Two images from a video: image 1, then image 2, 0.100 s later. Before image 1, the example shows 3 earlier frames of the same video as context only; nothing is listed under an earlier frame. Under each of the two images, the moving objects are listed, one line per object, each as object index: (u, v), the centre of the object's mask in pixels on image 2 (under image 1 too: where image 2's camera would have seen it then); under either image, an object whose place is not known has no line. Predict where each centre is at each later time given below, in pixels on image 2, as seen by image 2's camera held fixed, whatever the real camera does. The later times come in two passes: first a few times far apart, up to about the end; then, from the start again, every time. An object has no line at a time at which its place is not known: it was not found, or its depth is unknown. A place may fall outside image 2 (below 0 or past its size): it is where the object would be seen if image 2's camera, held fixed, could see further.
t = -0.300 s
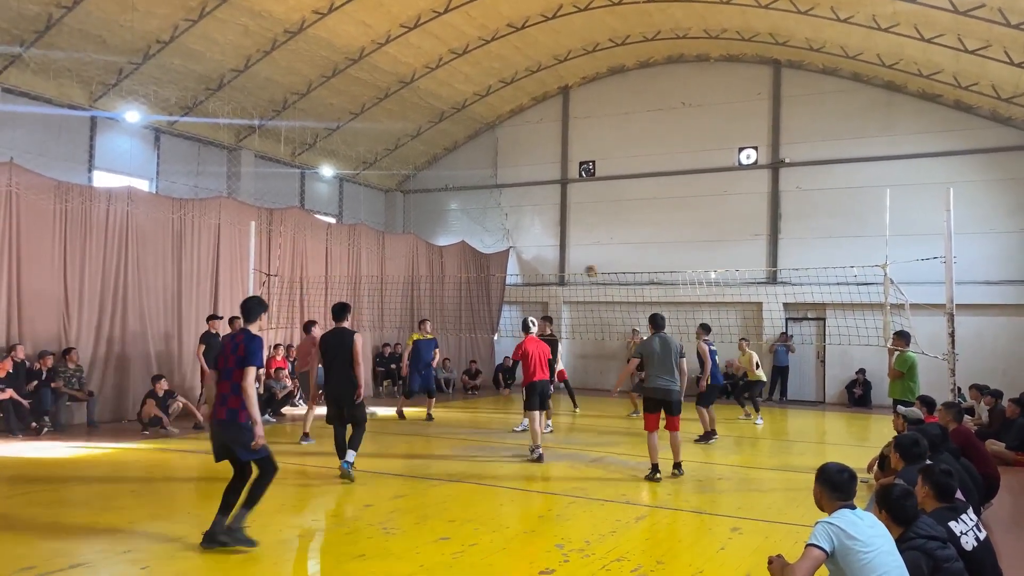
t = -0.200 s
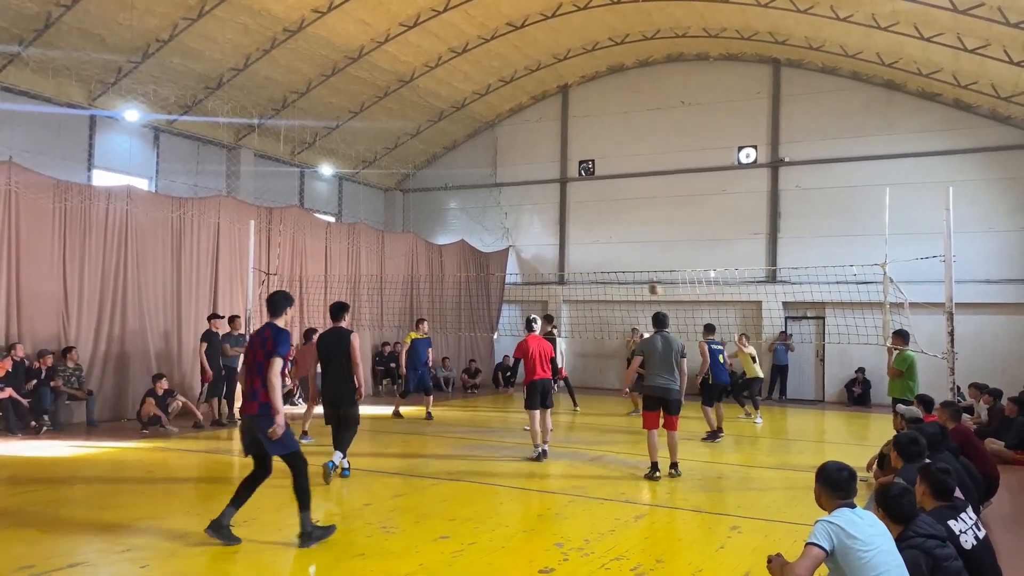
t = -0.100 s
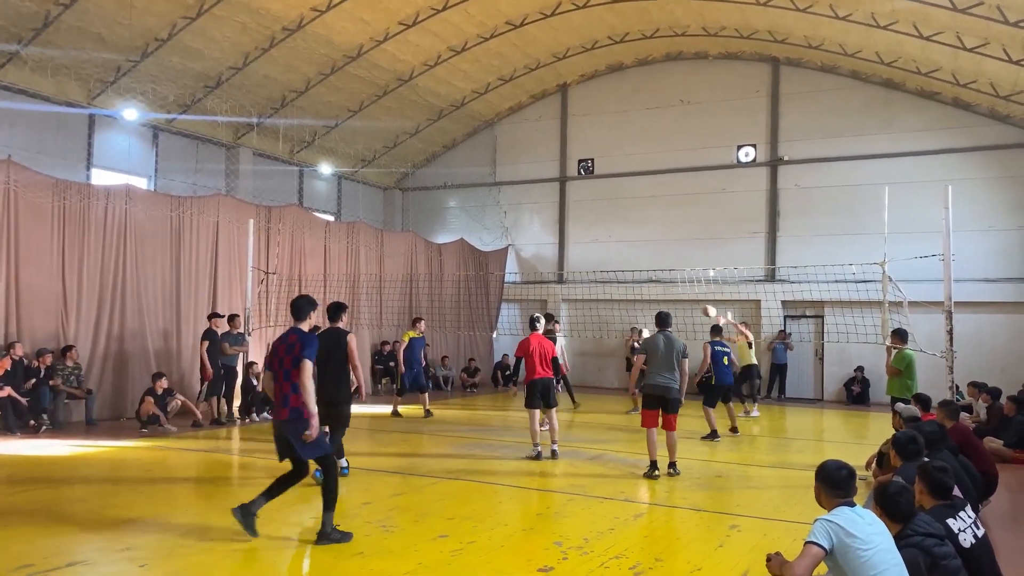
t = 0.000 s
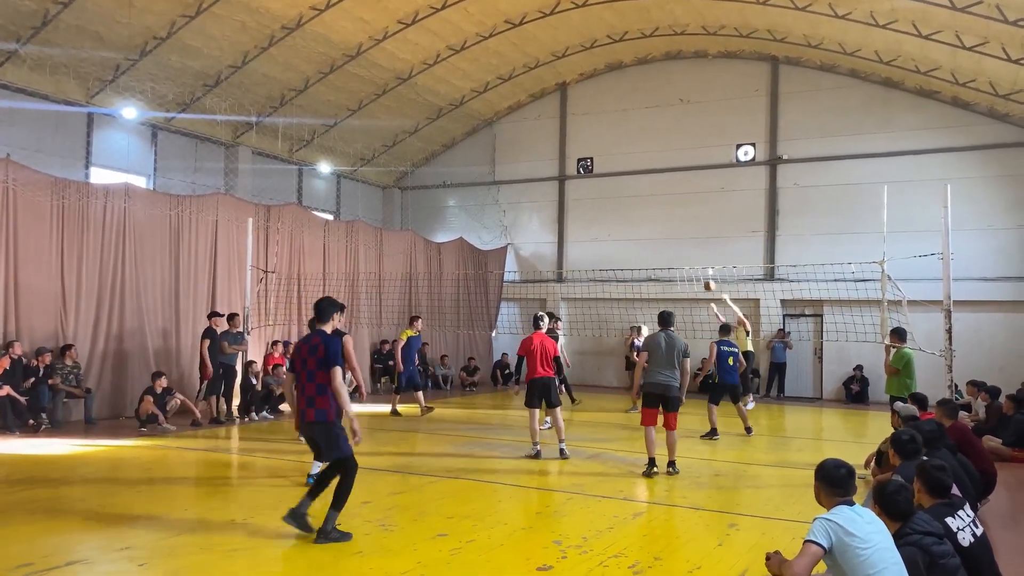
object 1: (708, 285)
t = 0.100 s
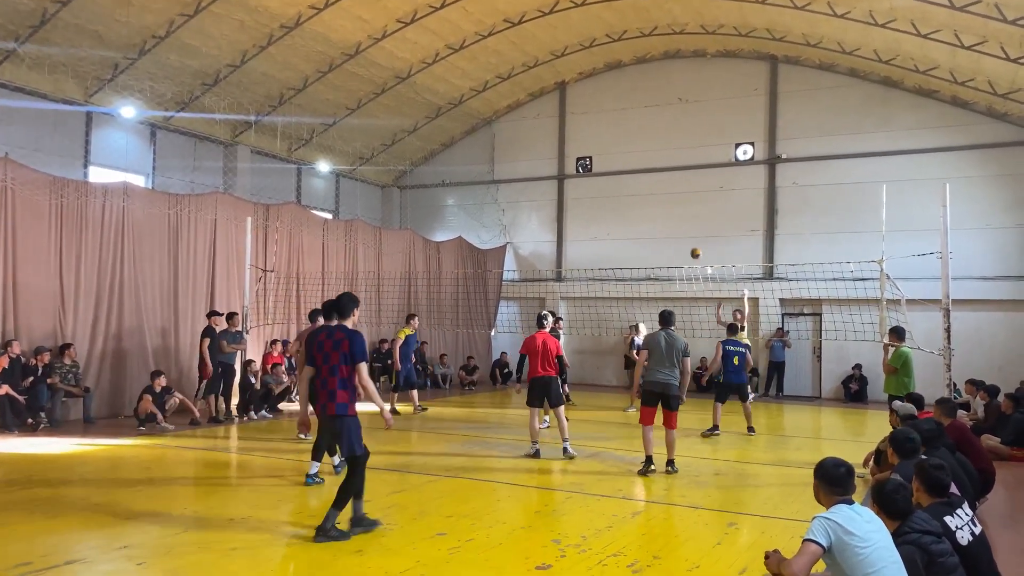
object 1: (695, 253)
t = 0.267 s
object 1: (677, 211)
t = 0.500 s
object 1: (649, 176)
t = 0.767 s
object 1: (619, 169)
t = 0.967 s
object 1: (594, 193)
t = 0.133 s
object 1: (692, 244)
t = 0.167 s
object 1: (688, 235)
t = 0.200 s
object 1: (684, 227)
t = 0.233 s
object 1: (681, 219)
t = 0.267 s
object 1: (677, 211)
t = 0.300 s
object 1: (673, 205)
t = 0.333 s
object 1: (669, 198)
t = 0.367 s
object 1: (665, 192)
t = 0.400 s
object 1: (661, 187)
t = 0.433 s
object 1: (658, 183)
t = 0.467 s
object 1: (654, 179)
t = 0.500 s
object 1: (649, 176)
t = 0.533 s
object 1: (647, 172)
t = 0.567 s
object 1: (642, 170)
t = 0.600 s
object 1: (639, 168)
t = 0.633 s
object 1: (635, 167)
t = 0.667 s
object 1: (631, 167)
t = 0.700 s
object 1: (626, 167)
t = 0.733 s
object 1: (622, 167)
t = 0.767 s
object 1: (619, 169)
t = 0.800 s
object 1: (615, 171)
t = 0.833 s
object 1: (611, 174)
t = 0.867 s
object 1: (606, 178)
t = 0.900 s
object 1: (602, 182)
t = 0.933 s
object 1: (598, 187)
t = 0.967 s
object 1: (594, 193)
